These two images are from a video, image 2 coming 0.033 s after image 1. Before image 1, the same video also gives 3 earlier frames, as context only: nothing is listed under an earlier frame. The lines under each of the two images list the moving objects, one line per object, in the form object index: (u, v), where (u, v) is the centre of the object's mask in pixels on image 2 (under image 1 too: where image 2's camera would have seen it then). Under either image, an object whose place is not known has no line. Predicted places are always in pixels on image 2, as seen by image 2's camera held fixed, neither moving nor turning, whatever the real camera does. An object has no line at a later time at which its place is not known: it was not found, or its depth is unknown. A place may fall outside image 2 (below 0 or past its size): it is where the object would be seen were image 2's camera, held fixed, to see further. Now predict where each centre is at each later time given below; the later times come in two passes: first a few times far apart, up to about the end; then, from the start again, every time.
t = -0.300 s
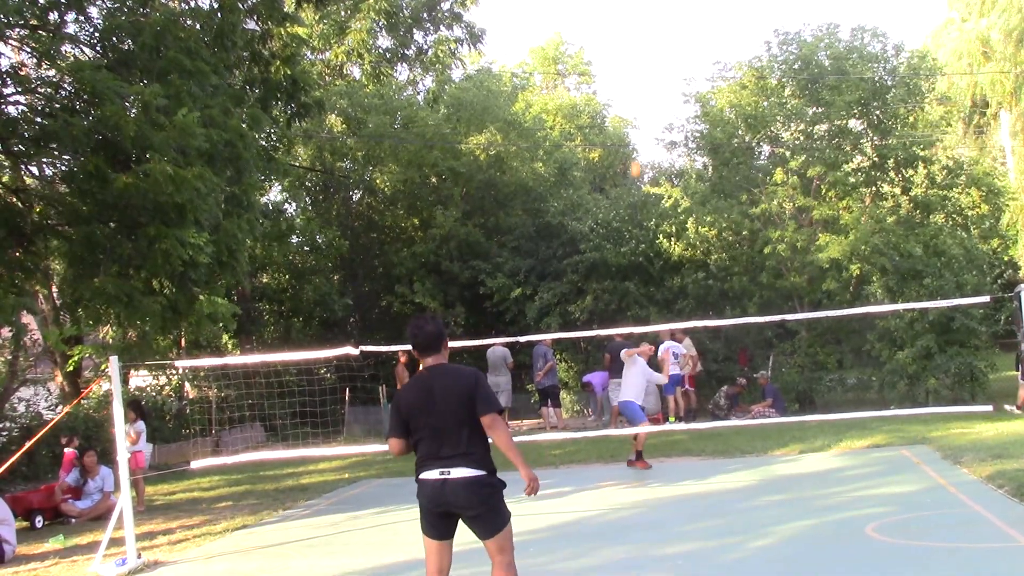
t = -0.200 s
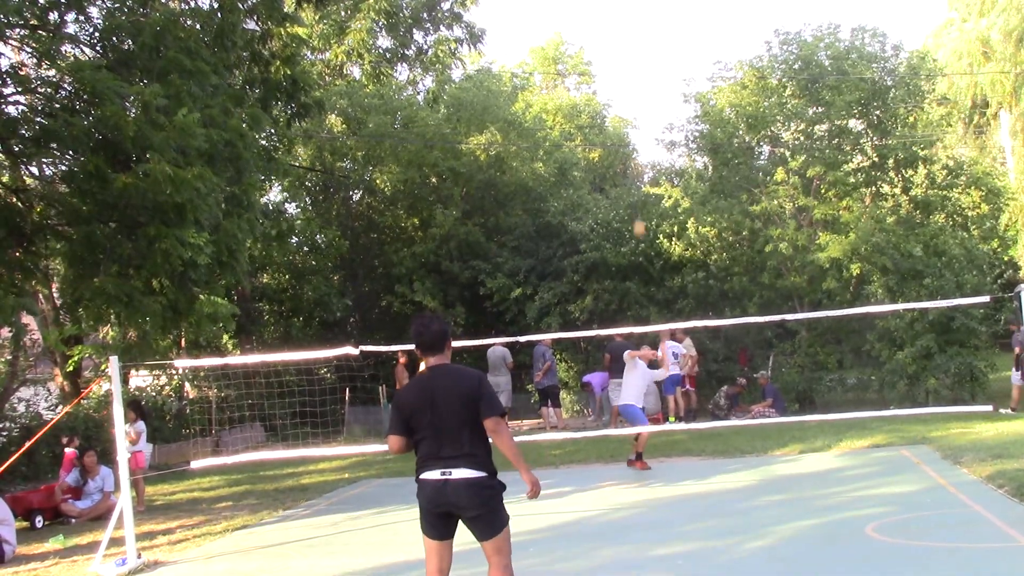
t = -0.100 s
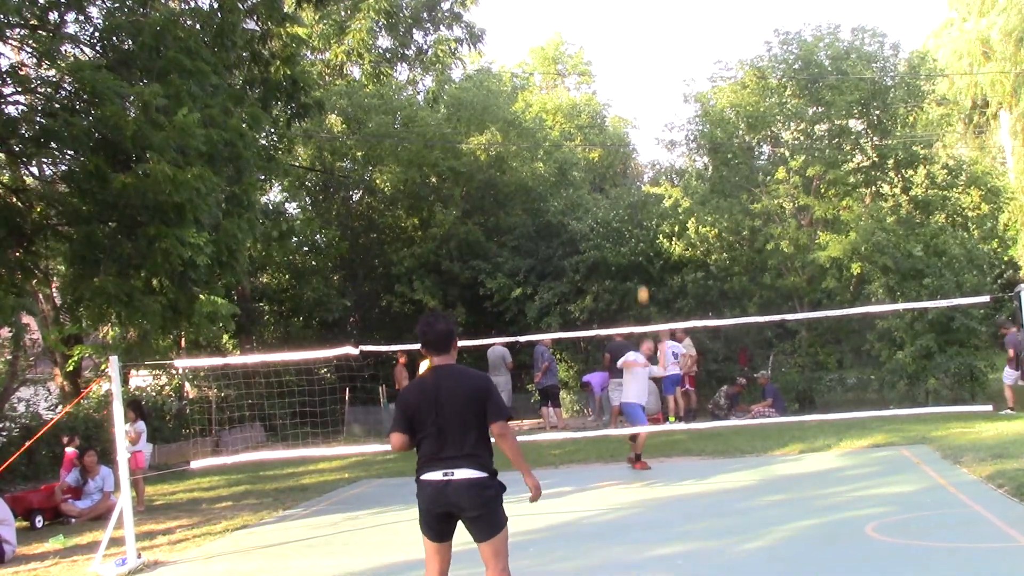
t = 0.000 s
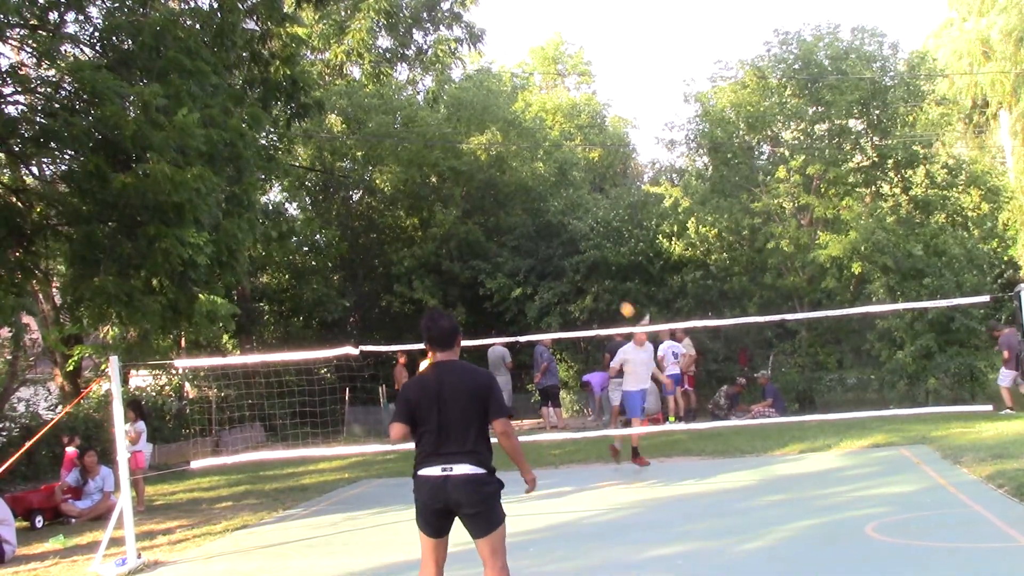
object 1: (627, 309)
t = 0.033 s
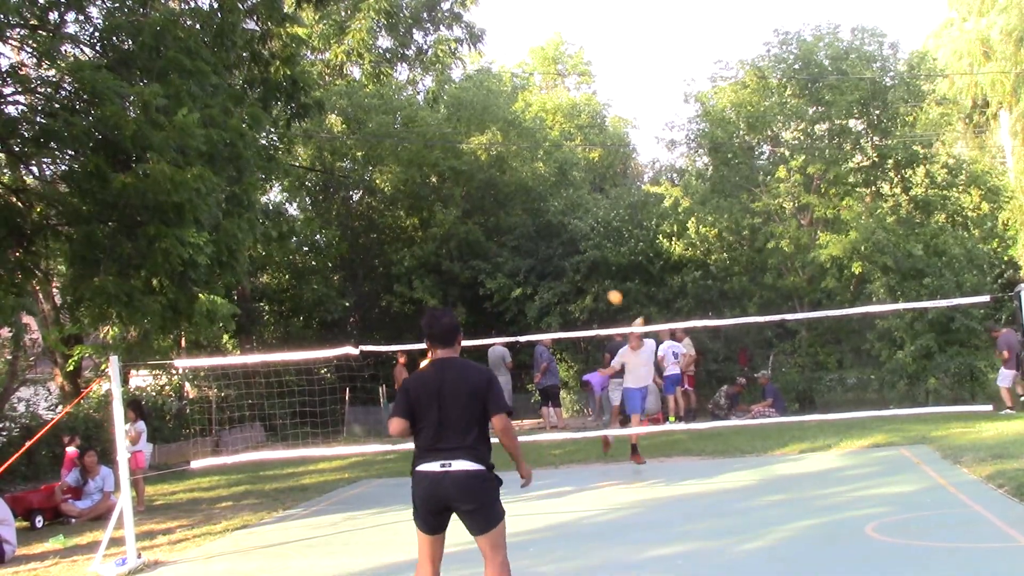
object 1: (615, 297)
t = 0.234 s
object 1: (536, 239)
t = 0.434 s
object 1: (444, 215)
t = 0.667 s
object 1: (313, 251)
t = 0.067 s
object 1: (603, 286)
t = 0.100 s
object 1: (589, 274)
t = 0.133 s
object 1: (577, 264)
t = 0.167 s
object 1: (564, 255)
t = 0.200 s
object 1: (550, 247)
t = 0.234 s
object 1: (536, 239)
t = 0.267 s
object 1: (522, 232)
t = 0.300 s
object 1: (507, 226)
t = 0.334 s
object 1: (493, 222)
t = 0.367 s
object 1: (477, 219)
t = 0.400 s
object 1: (460, 216)
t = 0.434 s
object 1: (444, 215)
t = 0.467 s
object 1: (428, 216)
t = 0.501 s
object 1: (411, 217)
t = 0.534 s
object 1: (392, 221)
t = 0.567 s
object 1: (373, 226)
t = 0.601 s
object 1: (355, 232)
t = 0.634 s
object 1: (335, 240)
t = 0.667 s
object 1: (313, 251)
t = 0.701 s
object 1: (294, 263)
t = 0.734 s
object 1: (271, 277)
